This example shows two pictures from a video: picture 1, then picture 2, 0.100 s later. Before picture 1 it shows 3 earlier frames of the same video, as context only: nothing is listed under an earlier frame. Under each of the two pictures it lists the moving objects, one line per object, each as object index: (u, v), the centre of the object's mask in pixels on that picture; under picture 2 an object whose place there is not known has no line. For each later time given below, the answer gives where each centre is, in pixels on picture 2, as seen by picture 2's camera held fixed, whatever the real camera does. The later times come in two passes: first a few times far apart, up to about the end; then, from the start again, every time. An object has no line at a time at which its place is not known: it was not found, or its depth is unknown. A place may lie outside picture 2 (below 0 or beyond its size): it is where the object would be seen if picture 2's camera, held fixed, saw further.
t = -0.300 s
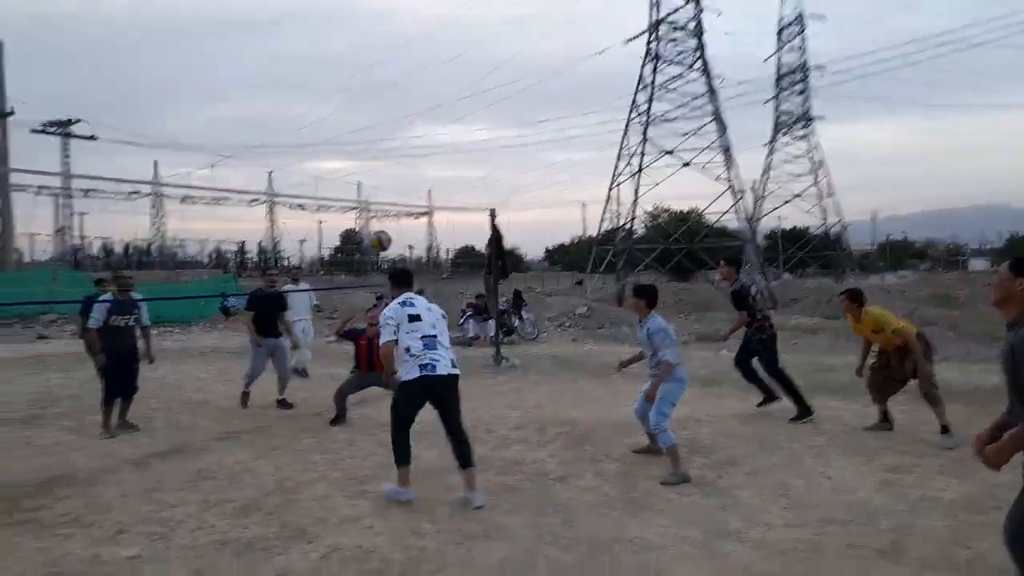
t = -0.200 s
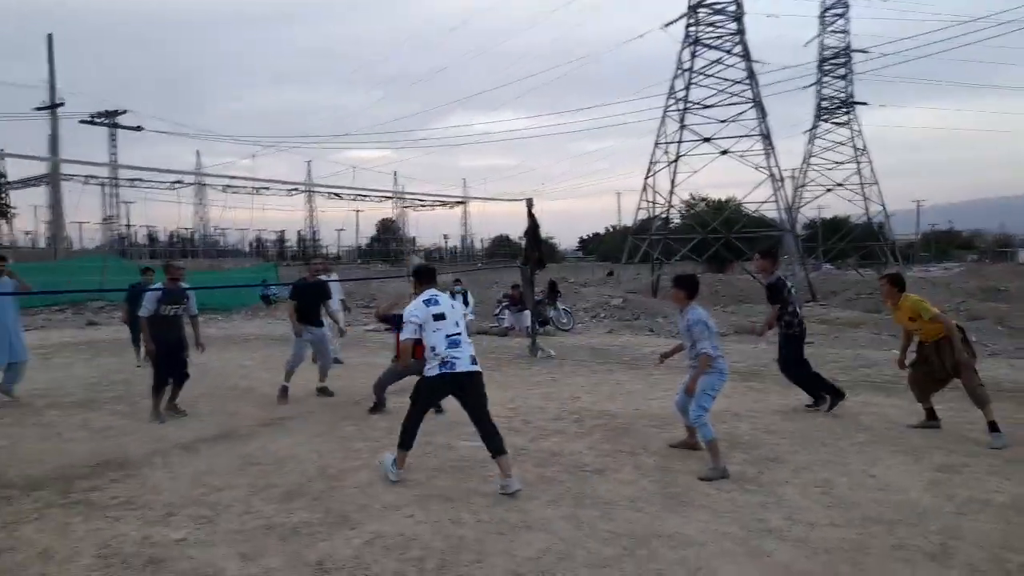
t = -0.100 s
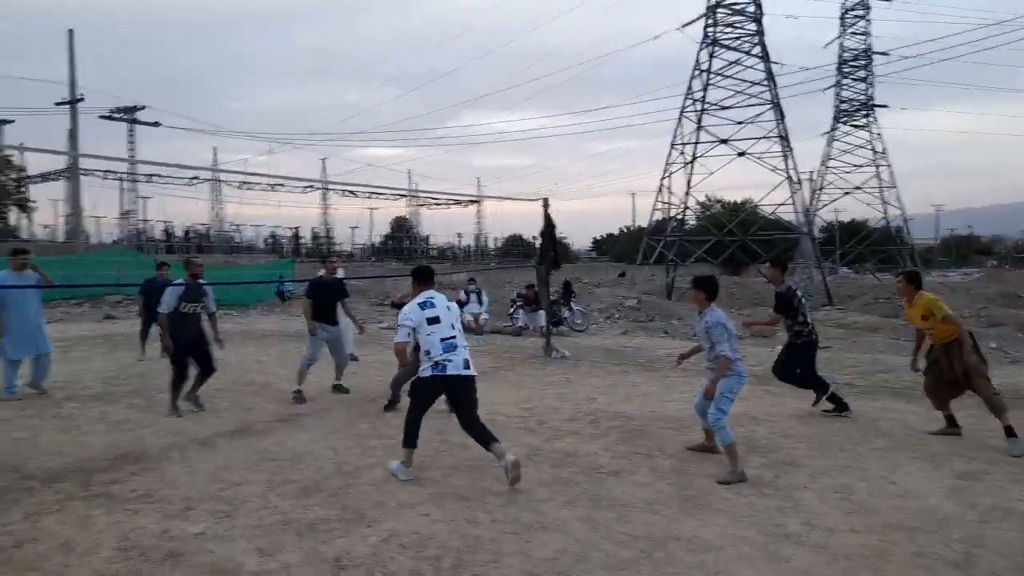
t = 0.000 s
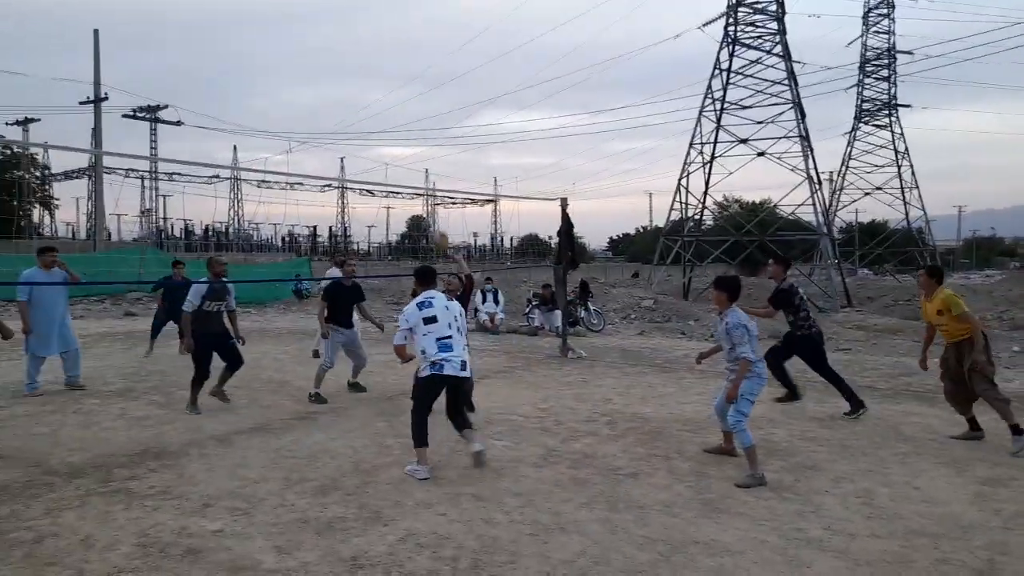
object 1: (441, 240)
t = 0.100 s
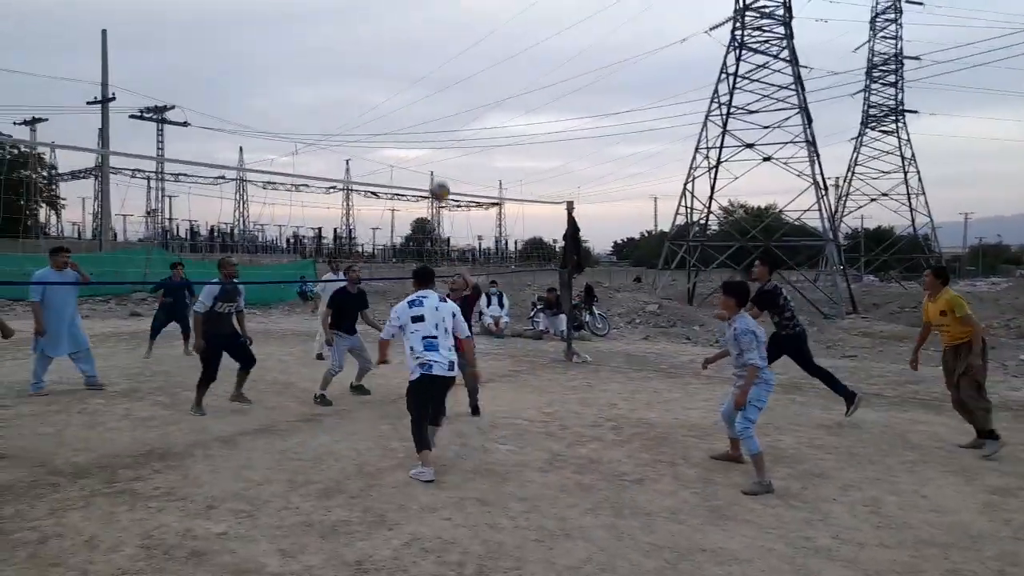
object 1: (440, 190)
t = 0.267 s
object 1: (432, 124)
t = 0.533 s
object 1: (418, 71)
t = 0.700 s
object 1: (410, 76)
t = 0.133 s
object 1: (438, 176)
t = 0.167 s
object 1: (437, 160)
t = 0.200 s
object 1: (436, 147)
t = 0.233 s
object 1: (434, 134)
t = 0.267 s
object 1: (432, 124)
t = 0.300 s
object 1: (431, 113)
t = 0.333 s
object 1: (429, 104)
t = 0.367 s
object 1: (428, 96)
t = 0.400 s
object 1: (426, 89)
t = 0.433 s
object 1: (424, 82)
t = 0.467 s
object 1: (422, 77)
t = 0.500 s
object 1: (419, 73)
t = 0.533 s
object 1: (418, 71)
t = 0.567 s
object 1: (417, 69)
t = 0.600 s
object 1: (415, 69)
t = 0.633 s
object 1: (413, 70)
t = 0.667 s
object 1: (412, 72)
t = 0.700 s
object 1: (410, 76)
